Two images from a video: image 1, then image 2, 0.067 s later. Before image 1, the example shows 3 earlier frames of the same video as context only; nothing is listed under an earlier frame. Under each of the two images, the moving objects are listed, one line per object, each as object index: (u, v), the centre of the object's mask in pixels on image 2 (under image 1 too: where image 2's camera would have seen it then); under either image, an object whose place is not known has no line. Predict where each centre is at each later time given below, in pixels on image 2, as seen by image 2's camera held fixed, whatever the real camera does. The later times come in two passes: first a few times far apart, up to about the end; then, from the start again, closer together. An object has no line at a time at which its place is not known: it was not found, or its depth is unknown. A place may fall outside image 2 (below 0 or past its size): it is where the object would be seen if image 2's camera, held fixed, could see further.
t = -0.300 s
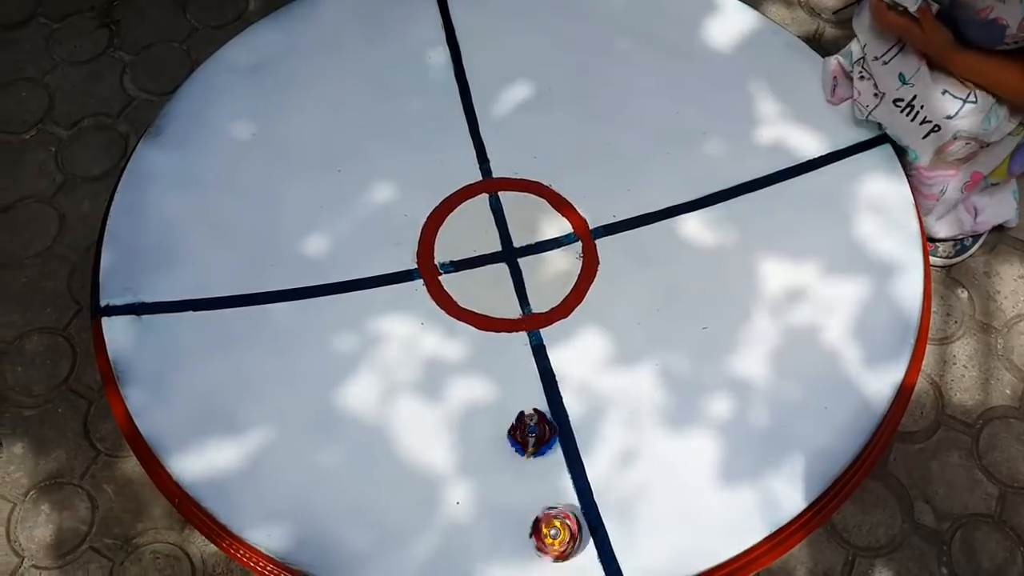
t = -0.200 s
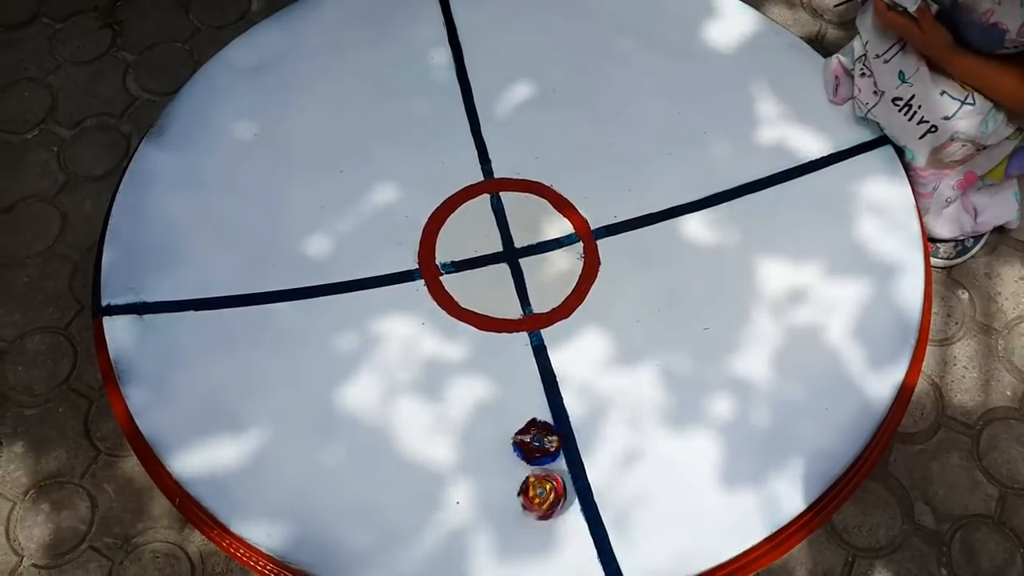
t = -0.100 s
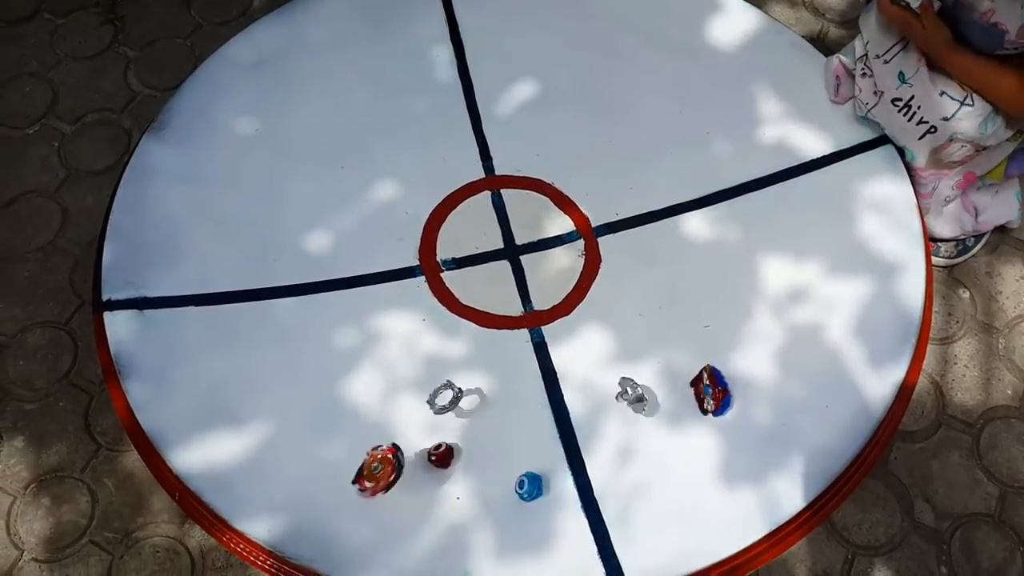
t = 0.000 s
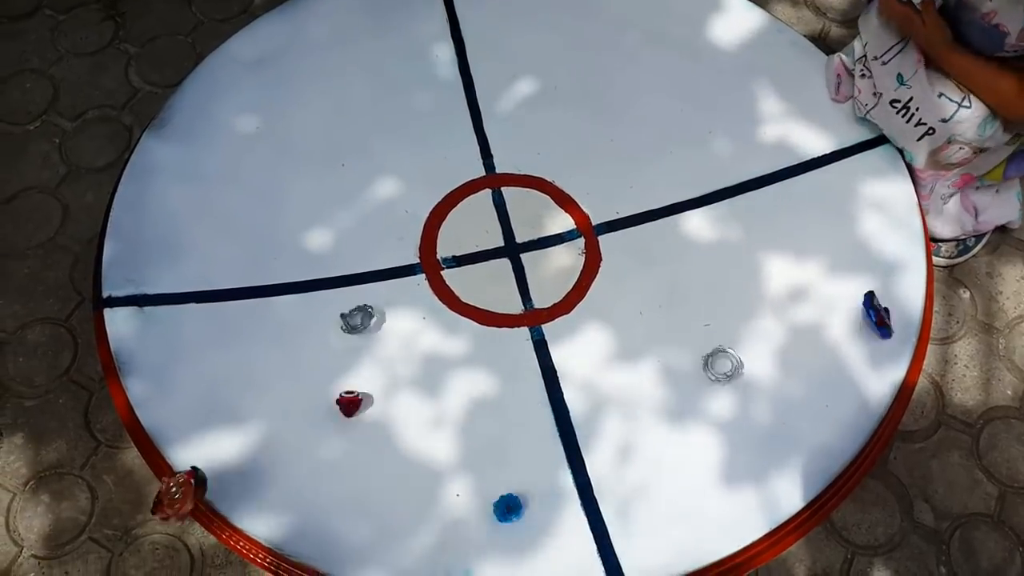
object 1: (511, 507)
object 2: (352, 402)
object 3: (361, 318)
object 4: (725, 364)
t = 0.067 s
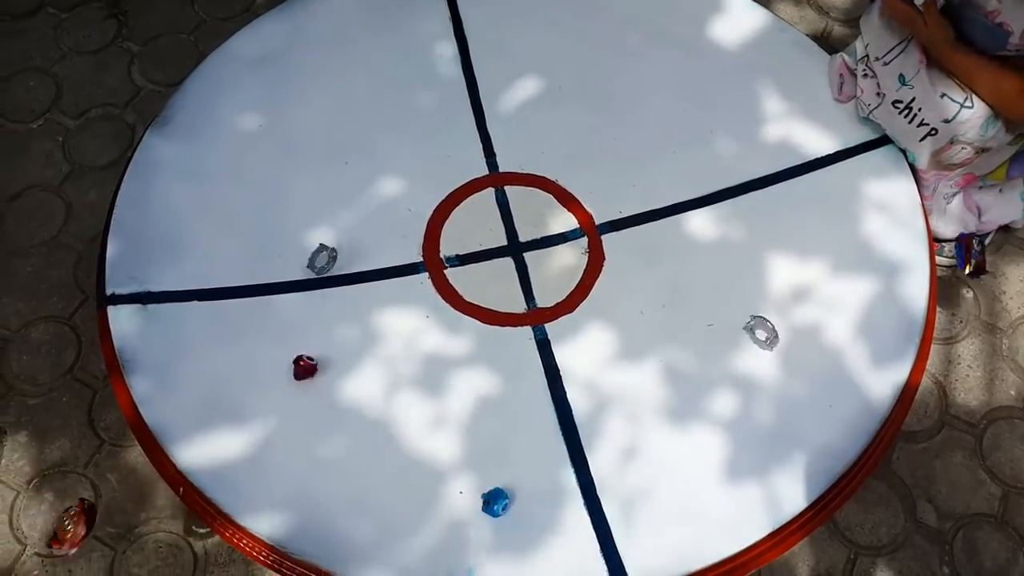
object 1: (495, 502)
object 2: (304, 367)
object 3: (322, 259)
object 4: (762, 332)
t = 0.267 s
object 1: (466, 454)
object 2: (242, 250)
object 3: (267, 122)
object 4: (804, 239)
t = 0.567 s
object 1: (487, 367)
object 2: (289, 119)
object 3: (391, 101)
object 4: (746, 137)
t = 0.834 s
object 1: (523, 289)
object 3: (613, 127)
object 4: (649, 123)
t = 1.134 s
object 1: (561, 268)
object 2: (576, 176)
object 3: (477, 120)
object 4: (802, 203)
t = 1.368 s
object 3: (462, 177)
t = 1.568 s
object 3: (462, 183)
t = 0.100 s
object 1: (489, 496)
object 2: (286, 350)
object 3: (306, 235)
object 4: (775, 314)
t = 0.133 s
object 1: (482, 490)
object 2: (274, 331)
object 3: (293, 207)
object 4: (786, 300)
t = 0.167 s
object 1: (477, 482)
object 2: (261, 305)
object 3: (283, 180)
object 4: (795, 282)
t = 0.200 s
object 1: (472, 473)
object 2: (253, 283)
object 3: (275, 158)
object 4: (801, 269)
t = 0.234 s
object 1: (469, 463)
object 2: (247, 267)
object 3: (268, 142)
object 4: (803, 256)
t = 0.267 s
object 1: (466, 454)
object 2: (242, 250)
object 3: (267, 122)
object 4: (804, 239)
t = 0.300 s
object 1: (465, 444)
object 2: (240, 229)
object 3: (268, 107)
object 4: (805, 225)
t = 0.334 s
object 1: (466, 435)
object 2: (240, 210)
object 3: (272, 98)
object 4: (803, 211)
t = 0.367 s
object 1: (466, 426)
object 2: (241, 194)
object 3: (279, 90)
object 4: (799, 199)
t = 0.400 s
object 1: (469, 417)
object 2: (244, 178)
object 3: (289, 87)
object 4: (793, 186)
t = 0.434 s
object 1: (471, 408)
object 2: (248, 162)
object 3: (303, 84)
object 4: (785, 175)
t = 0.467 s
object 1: (475, 399)
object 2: (256, 147)
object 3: (320, 87)
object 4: (776, 163)
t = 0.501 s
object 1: (479, 389)
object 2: (266, 137)
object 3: (341, 90)
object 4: (767, 152)
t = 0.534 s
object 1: (483, 378)
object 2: (277, 125)
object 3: (364, 95)
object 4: (758, 145)
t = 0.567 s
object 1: (487, 367)
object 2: (289, 119)
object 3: (391, 101)
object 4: (746, 137)
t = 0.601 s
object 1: (491, 356)
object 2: (305, 113)
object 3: (419, 108)
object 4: (732, 131)
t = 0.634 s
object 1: (495, 345)
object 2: (321, 108)
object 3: (450, 114)
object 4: (720, 125)
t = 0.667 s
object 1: (499, 335)
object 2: (338, 105)
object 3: (480, 116)
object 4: (709, 119)
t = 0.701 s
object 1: (503, 323)
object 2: (355, 105)
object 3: (510, 122)
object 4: (694, 113)
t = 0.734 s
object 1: (508, 312)
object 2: (373, 106)
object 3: (540, 124)
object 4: (679, 112)
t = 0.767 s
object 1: (514, 302)
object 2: (392, 108)
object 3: (568, 126)
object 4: (668, 111)
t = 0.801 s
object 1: (518, 294)
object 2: (409, 111)
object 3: (595, 124)
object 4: (655, 117)
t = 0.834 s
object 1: (523, 289)
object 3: (613, 127)
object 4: (649, 123)
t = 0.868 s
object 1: (528, 283)
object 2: (445, 123)
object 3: (601, 117)
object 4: (677, 133)
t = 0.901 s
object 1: (533, 278)
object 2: (466, 130)
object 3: (588, 115)
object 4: (703, 147)
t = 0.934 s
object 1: (538, 275)
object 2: (483, 136)
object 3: (570, 107)
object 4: (724, 161)
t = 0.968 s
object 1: (543, 271)
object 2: (502, 142)
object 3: (553, 105)
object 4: (742, 168)
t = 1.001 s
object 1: (548, 269)
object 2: (518, 149)
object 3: (537, 102)
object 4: (759, 174)
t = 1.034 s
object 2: (535, 157)
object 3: (519, 103)
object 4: (771, 184)
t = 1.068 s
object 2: (548, 162)
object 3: (501, 106)
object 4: (781, 189)
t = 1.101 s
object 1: (559, 267)
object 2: (564, 170)
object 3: (487, 111)
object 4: (794, 193)
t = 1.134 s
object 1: (561, 268)
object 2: (576, 176)
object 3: (477, 120)
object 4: (802, 203)
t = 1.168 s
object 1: (561, 267)
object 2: (589, 182)
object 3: (469, 129)
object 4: (811, 208)
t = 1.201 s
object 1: (561, 267)
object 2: (599, 187)
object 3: (464, 142)
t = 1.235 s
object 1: (561, 267)
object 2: (612, 194)
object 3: (463, 153)
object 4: (822, 208)
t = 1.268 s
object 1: (561, 267)
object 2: (620, 200)
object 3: (461, 162)
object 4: (823, 207)
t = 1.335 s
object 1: (560, 267)
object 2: (636, 211)
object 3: (462, 174)
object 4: (815, 211)
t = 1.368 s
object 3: (462, 177)
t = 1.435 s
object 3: (461, 182)
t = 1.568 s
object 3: (462, 183)
